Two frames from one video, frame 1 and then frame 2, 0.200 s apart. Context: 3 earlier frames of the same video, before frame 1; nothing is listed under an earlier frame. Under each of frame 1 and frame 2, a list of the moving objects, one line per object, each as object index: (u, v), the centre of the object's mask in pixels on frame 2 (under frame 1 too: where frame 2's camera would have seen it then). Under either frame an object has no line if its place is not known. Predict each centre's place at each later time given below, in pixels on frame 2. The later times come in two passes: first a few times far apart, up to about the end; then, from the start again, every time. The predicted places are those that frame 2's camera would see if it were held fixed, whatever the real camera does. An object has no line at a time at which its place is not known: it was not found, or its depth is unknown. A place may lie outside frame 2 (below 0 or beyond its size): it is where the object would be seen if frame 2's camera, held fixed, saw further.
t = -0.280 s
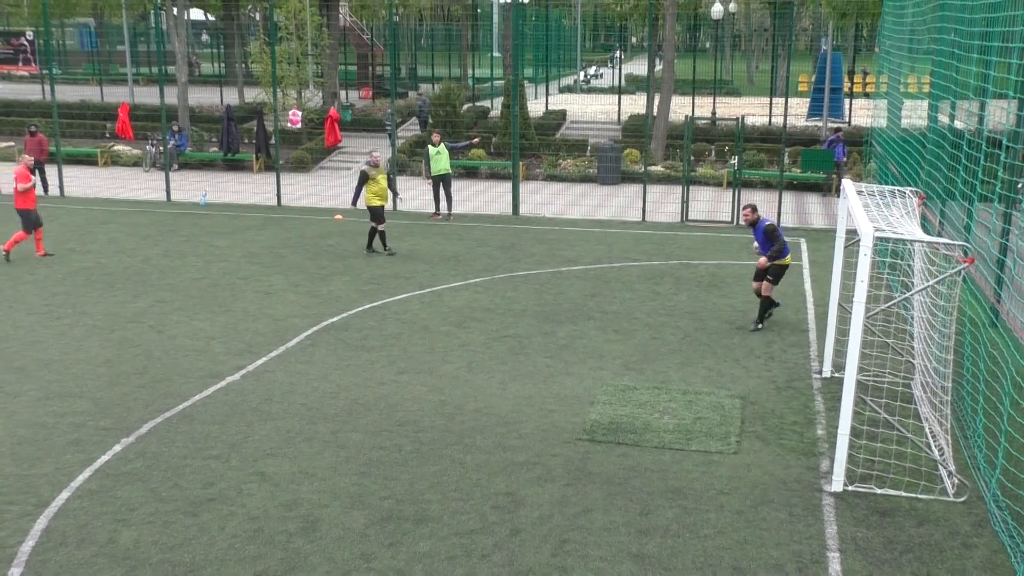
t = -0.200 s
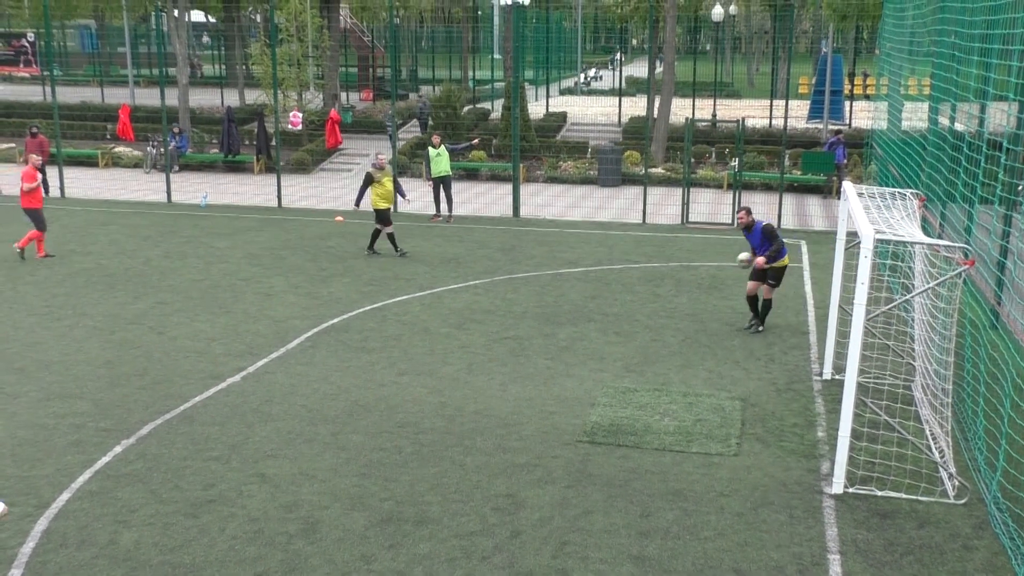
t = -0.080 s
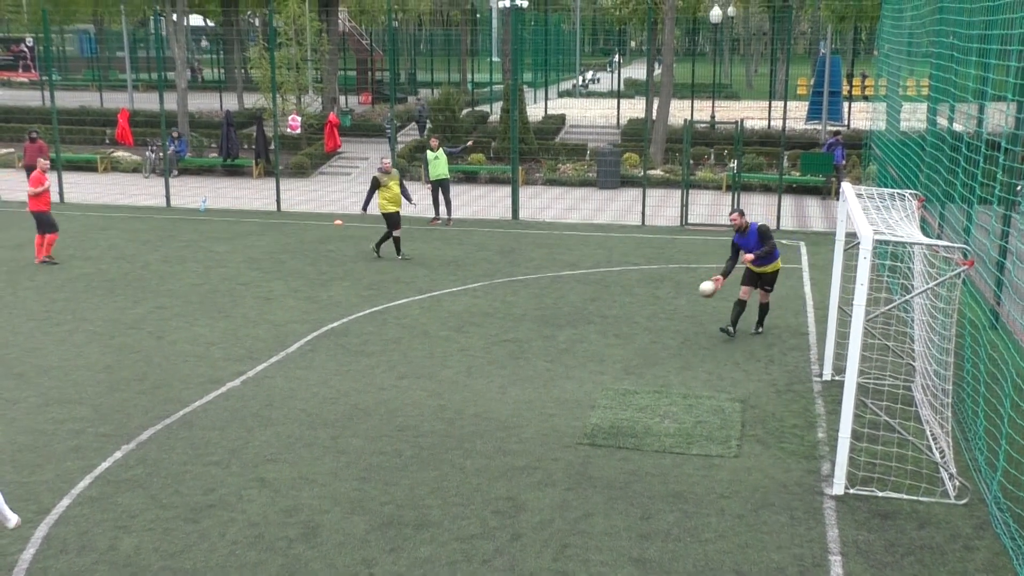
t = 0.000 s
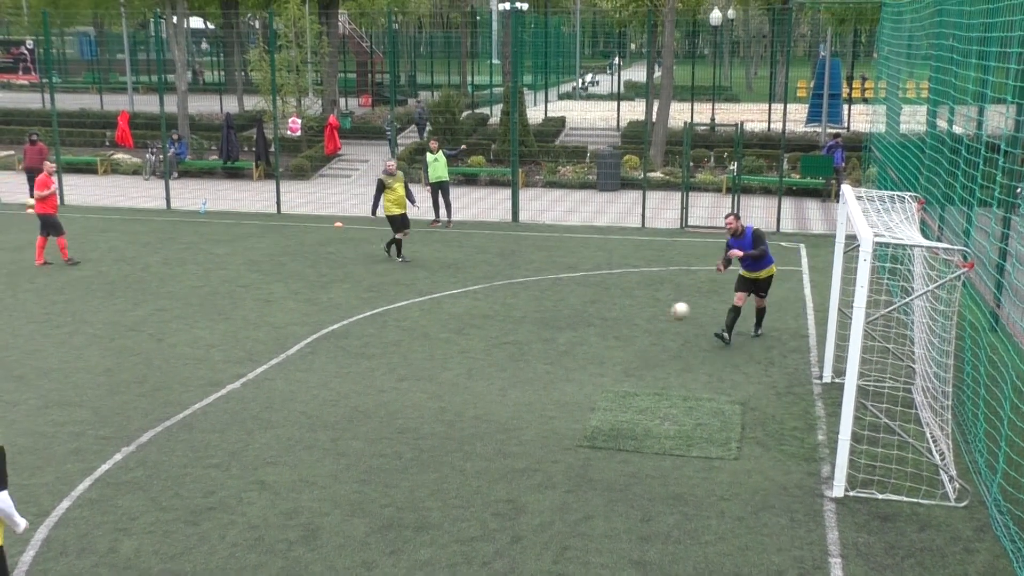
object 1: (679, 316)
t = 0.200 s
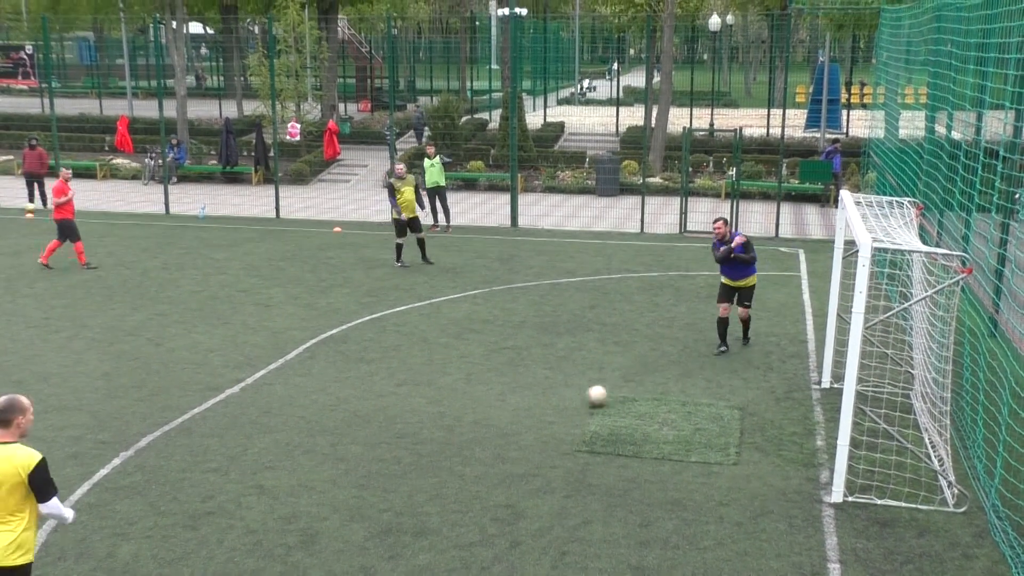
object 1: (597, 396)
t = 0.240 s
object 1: (582, 399)
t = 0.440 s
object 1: (497, 446)
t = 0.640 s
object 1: (400, 493)
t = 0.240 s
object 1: (582, 399)
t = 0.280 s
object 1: (566, 404)
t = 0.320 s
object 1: (550, 411)
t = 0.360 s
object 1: (533, 420)
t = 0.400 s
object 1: (516, 431)
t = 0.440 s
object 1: (497, 446)
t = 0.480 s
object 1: (480, 453)
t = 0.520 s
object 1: (461, 462)
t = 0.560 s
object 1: (442, 472)
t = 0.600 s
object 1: (421, 485)
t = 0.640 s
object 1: (400, 493)
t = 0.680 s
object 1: (378, 504)
